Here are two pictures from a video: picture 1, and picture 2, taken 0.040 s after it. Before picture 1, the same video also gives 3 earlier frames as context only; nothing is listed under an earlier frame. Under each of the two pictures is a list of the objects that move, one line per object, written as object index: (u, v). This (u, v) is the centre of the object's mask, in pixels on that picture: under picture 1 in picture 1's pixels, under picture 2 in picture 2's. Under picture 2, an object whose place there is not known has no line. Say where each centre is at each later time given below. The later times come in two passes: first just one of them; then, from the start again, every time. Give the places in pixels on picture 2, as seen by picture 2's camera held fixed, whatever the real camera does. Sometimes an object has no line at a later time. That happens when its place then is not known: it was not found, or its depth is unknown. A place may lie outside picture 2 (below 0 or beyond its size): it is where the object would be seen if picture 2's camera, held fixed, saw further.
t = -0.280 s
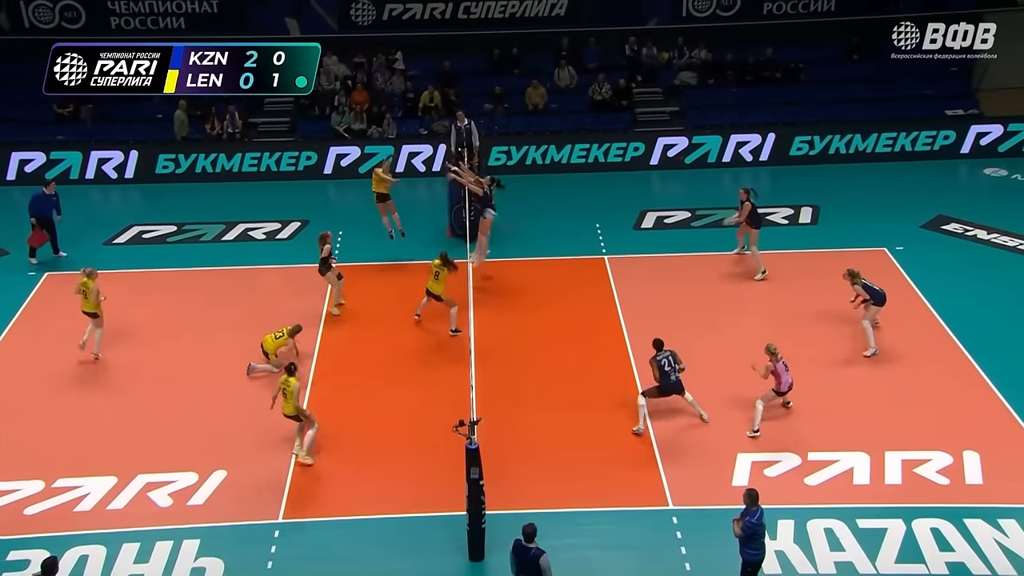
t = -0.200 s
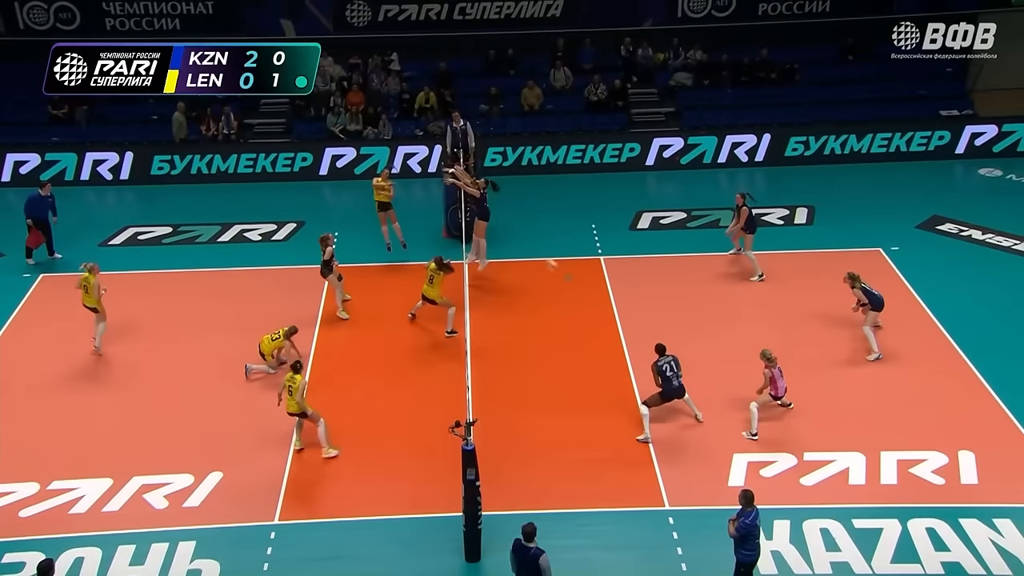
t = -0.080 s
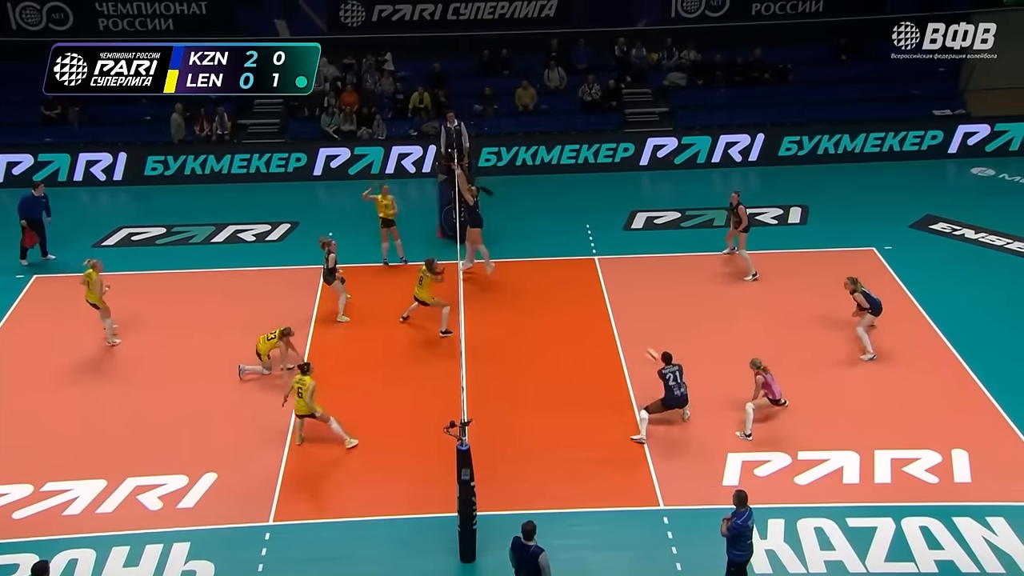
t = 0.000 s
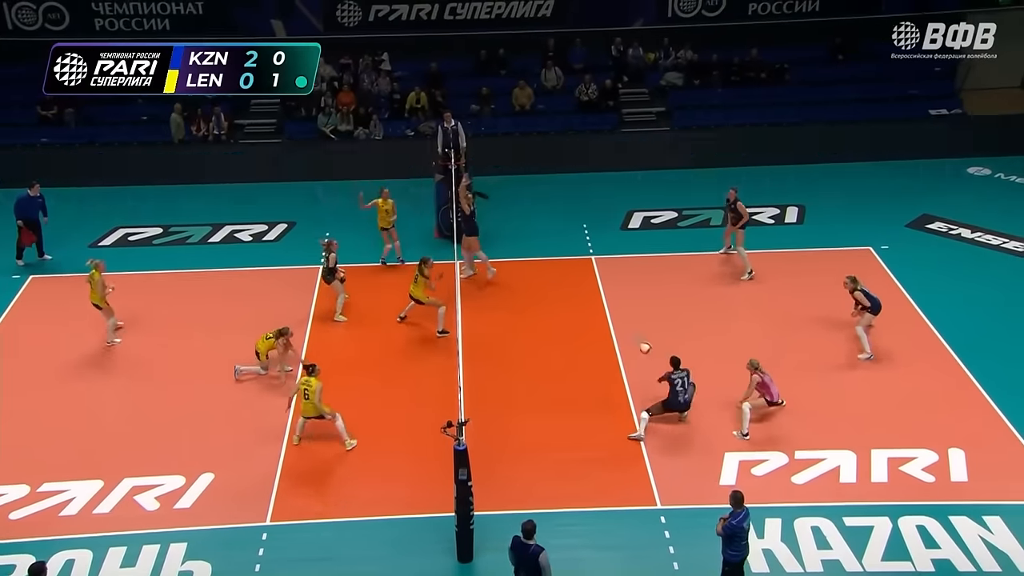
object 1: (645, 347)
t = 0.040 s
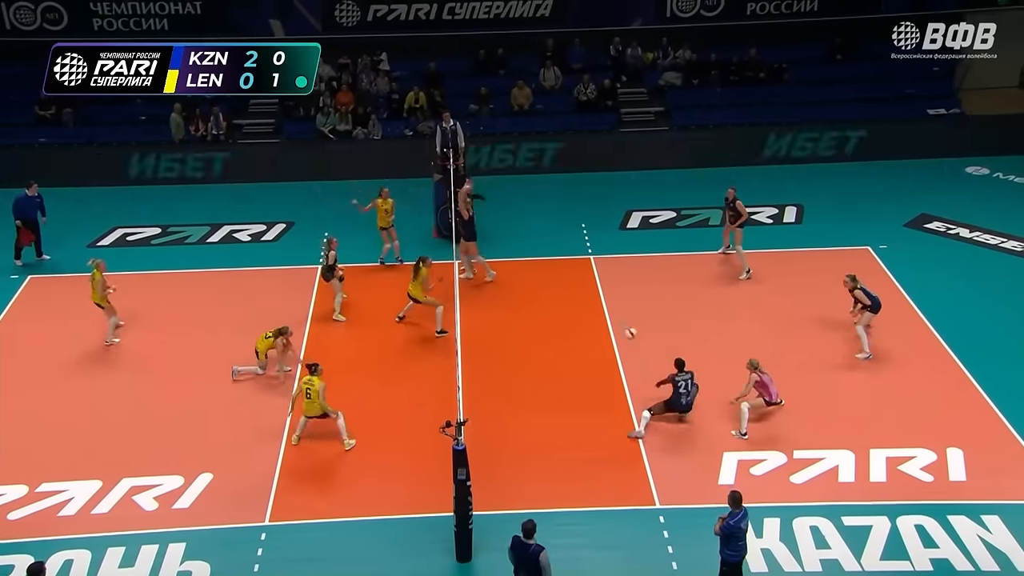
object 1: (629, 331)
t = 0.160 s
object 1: (588, 293)
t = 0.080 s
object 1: (616, 319)
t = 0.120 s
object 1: (602, 306)
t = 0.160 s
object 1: (588, 293)
